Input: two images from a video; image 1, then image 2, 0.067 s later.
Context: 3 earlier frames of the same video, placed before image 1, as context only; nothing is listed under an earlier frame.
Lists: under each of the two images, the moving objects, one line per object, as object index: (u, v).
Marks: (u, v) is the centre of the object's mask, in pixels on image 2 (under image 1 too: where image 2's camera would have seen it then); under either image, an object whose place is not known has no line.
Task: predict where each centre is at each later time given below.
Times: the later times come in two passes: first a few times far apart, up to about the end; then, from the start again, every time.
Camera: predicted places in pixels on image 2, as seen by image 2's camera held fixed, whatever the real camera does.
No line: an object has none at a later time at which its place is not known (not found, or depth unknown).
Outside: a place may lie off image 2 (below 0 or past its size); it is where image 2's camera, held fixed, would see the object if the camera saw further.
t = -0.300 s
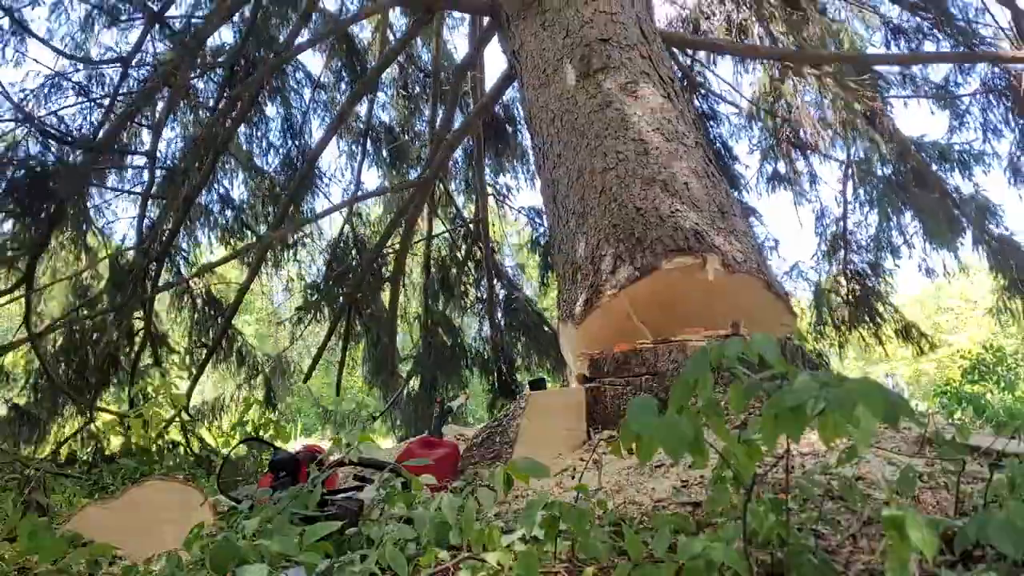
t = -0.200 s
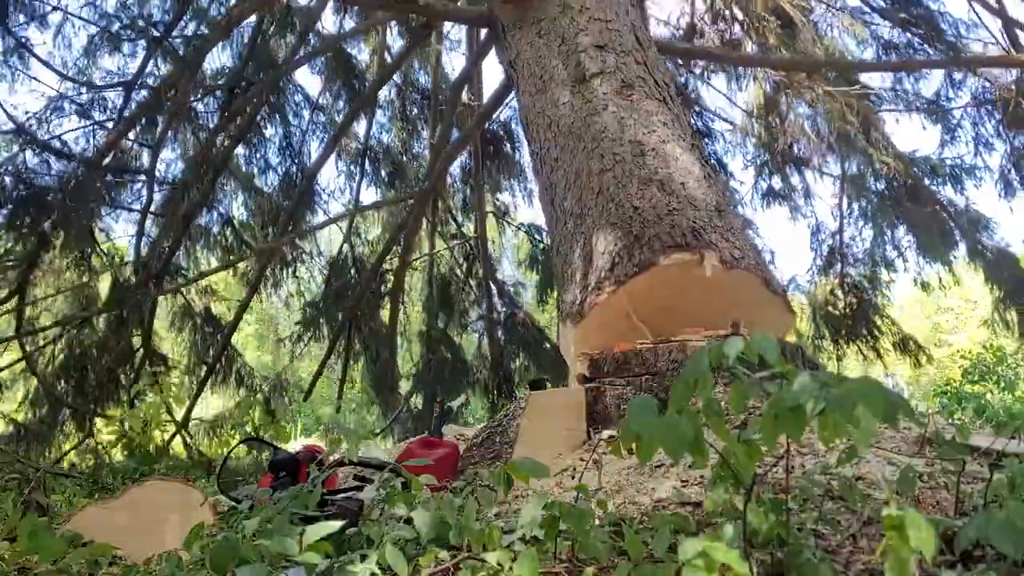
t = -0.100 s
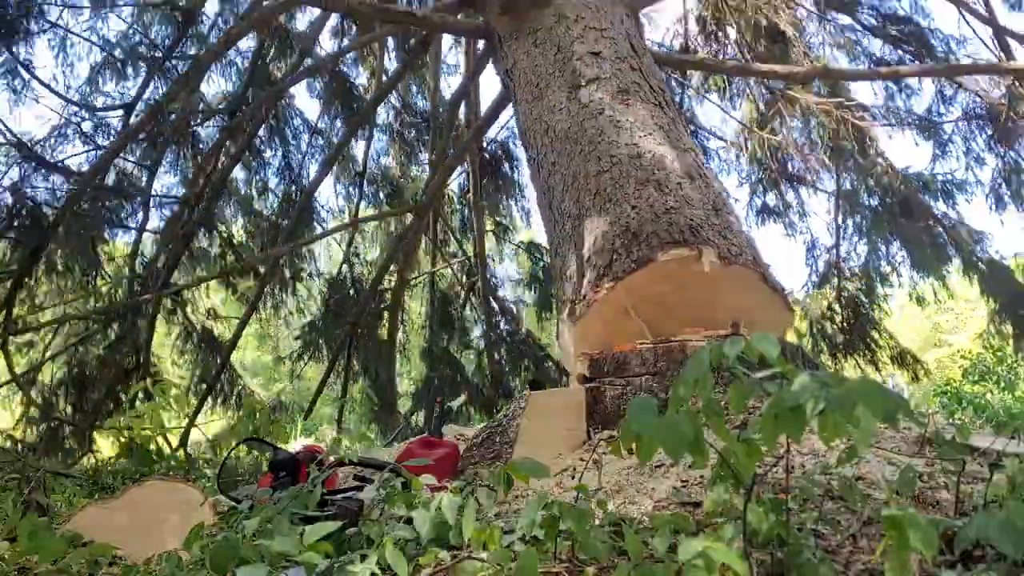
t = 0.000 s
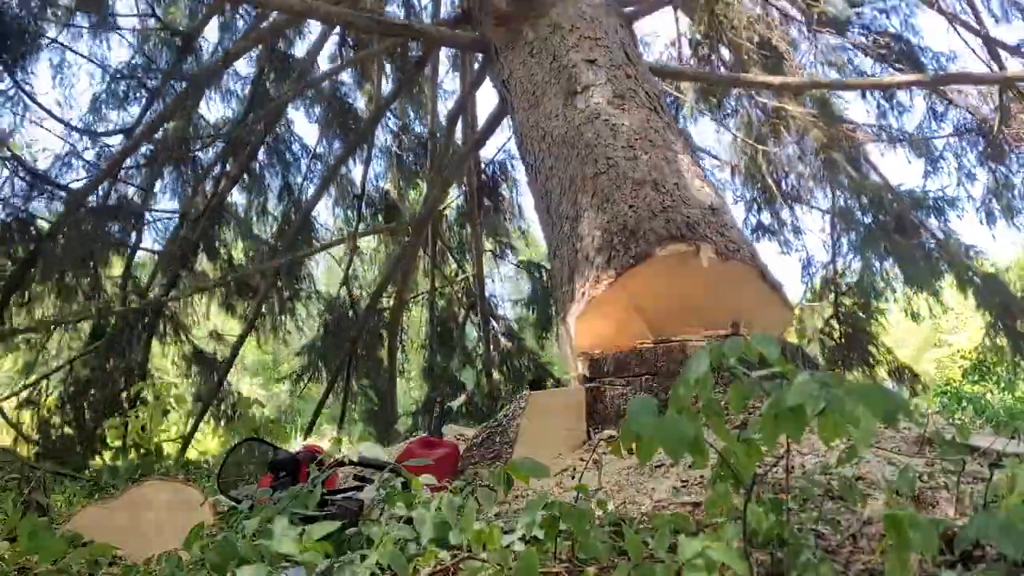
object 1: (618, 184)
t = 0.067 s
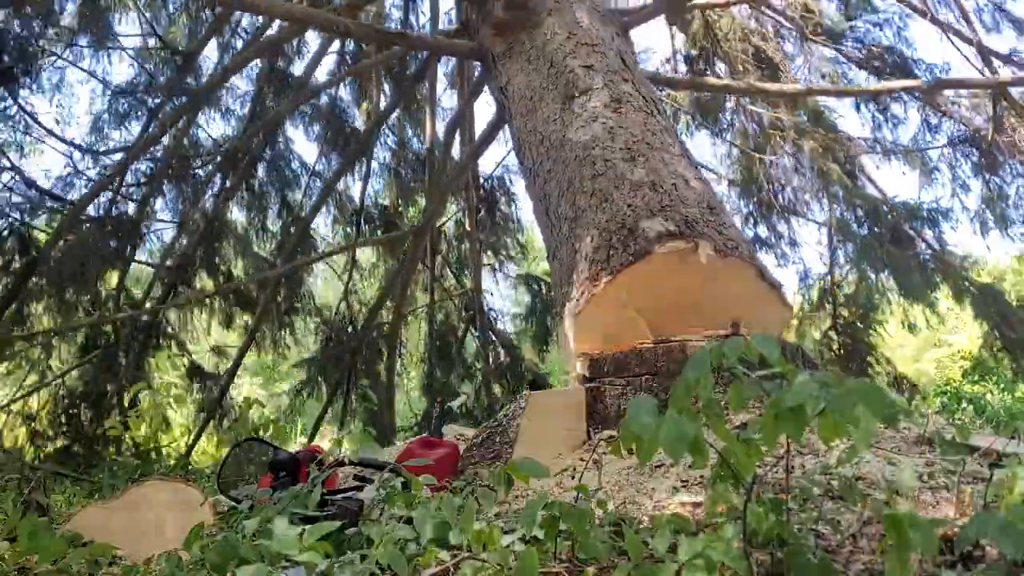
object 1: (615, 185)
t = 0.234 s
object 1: (608, 190)
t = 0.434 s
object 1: (597, 192)
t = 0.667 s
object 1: (610, 229)
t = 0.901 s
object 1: (610, 247)
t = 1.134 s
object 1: (609, 257)
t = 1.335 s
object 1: (630, 219)
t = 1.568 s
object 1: (622, 131)
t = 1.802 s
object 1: (588, 101)
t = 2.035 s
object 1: (567, 99)
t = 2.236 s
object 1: (564, 106)
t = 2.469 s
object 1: (564, 114)
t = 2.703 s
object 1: (564, 112)
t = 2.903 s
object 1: (563, 115)
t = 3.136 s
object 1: (564, 115)
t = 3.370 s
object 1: (559, 121)
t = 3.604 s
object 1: (559, 121)
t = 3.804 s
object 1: (561, 119)
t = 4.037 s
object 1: (560, 119)
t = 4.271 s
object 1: (565, 114)
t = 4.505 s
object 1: (566, 113)
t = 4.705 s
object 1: (565, 114)
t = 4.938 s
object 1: (565, 114)
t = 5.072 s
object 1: (567, 113)
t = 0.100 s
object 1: (613, 185)
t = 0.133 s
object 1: (612, 186)
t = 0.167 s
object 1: (609, 186)
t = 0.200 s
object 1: (610, 188)
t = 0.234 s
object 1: (608, 190)
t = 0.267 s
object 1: (606, 189)
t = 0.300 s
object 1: (605, 190)
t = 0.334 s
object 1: (602, 189)
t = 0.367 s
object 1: (600, 190)
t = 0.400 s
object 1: (610, 205)
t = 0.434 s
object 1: (597, 192)
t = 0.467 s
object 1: (608, 206)
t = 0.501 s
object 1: (594, 194)
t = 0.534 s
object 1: (608, 215)
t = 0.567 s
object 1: (609, 219)
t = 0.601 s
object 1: (608, 222)
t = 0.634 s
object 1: (610, 226)
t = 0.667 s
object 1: (610, 229)
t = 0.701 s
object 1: (611, 232)
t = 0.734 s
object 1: (611, 235)
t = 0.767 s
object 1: (610, 237)
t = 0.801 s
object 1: (609, 239)
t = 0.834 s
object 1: (609, 242)
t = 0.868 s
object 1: (612, 245)
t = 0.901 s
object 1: (610, 247)
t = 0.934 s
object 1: (613, 249)
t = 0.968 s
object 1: (610, 251)
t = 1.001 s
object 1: (612, 253)
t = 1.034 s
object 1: (612, 255)
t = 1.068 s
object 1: (609, 254)
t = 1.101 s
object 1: (608, 256)
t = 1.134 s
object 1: (609, 257)
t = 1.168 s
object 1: (614, 254)
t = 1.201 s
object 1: (619, 253)
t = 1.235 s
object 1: (624, 249)
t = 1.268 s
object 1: (629, 242)
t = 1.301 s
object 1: (630, 232)
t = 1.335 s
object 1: (630, 219)
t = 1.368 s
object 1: (629, 205)
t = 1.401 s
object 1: (630, 192)
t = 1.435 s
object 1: (630, 179)
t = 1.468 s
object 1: (627, 168)
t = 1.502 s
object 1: (628, 154)
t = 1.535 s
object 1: (624, 142)
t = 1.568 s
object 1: (622, 131)
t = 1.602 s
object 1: (617, 125)
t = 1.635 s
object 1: (614, 118)
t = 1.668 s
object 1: (608, 113)
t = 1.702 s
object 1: (604, 108)
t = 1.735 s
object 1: (599, 105)
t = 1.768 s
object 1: (593, 103)
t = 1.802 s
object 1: (588, 101)
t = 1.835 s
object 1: (581, 101)
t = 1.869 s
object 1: (578, 99)
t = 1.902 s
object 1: (576, 98)
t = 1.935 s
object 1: (574, 98)
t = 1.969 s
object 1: (571, 98)
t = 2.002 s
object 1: (569, 98)
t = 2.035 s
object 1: (567, 99)
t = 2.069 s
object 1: (566, 100)
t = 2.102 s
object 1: (565, 100)
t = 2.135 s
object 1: (565, 101)
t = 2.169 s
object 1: (564, 103)
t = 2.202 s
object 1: (564, 105)
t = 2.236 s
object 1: (564, 106)
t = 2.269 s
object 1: (565, 108)
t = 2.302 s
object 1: (564, 111)
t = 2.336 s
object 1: (563, 114)
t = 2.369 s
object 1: (565, 113)
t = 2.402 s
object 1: (566, 112)
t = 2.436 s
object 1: (564, 115)
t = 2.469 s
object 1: (564, 114)
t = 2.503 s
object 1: (563, 115)
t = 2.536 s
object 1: (563, 114)
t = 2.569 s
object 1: (563, 113)
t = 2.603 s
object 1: (562, 114)
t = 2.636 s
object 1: (563, 113)
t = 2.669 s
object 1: (564, 113)
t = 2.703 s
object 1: (564, 112)
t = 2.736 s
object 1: (562, 115)
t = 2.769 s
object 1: (562, 115)
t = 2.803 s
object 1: (564, 113)
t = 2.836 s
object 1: (565, 113)
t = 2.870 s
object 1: (563, 115)
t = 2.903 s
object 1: (563, 115)
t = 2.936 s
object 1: (564, 114)
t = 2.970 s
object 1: (564, 114)
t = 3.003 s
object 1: (564, 114)
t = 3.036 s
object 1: (564, 114)
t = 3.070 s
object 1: (564, 114)
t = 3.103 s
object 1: (564, 114)
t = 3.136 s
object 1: (564, 115)
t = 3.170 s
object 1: (566, 113)
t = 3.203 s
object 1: (564, 115)
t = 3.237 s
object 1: (564, 115)
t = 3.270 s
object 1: (563, 115)
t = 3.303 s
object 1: (566, 113)
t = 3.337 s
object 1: (563, 116)
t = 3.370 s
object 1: (559, 121)
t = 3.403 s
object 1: (566, 113)
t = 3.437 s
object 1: (565, 114)
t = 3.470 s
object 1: (565, 114)
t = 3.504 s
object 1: (560, 120)
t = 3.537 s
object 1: (558, 121)
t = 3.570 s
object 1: (559, 121)
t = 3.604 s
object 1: (559, 121)
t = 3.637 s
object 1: (560, 120)
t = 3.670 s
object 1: (560, 119)
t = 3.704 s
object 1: (560, 120)
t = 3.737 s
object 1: (560, 120)
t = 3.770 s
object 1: (560, 119)
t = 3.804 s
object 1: (561, 119)
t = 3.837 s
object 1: (561, 119)
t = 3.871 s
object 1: (561, 119)
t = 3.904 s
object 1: (561, 119)
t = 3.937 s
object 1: (563, 116)
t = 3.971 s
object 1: (561, 119)
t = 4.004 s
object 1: (561, 119)
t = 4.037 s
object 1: (560, 119)
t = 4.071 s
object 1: (560, 119)
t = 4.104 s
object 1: (561, 119)
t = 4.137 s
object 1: (563, 115)
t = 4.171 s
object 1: (564, 115)
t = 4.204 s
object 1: (564, 115)
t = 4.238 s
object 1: (564, 115)
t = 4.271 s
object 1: (565, 114)
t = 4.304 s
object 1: (565, 114)
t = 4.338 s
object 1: (565, 114)
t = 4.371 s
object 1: (565, 114)
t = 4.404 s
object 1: (561, 119)
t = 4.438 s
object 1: (560, 120)
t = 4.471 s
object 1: (566, 113)
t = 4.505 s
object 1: (566, 113)
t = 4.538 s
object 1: (564, 114)
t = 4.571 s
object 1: (566, 113)
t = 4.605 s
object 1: (567, 113)
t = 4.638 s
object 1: (565, 114)
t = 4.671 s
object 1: (565, 114)
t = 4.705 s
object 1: (565, 114)
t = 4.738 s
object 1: (567, 113)
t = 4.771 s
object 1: (565, 114)
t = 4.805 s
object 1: (565, 114)
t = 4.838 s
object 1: (566, 113)
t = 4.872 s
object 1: (565, 114)
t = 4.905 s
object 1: (567, 113)
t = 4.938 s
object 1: (565, 114)
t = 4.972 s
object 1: (567, 113)
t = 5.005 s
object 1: (565, 114)
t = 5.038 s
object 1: (565, 114)
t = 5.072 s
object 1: (567, 113)
